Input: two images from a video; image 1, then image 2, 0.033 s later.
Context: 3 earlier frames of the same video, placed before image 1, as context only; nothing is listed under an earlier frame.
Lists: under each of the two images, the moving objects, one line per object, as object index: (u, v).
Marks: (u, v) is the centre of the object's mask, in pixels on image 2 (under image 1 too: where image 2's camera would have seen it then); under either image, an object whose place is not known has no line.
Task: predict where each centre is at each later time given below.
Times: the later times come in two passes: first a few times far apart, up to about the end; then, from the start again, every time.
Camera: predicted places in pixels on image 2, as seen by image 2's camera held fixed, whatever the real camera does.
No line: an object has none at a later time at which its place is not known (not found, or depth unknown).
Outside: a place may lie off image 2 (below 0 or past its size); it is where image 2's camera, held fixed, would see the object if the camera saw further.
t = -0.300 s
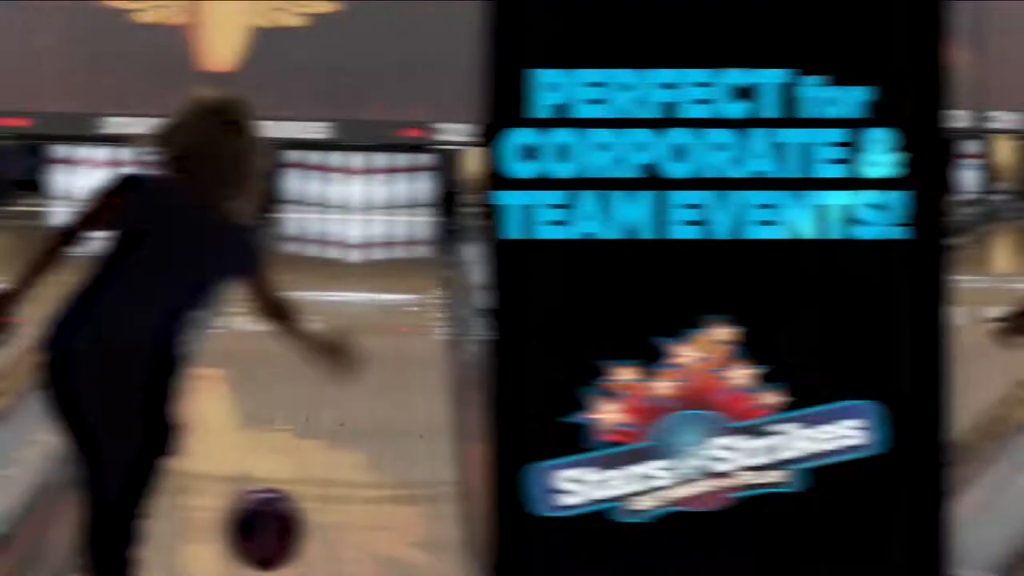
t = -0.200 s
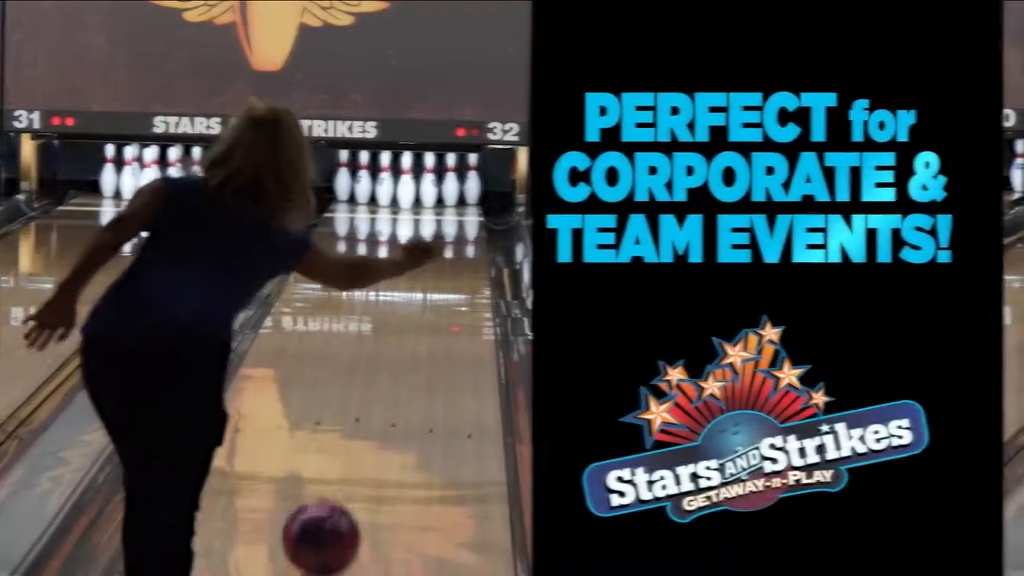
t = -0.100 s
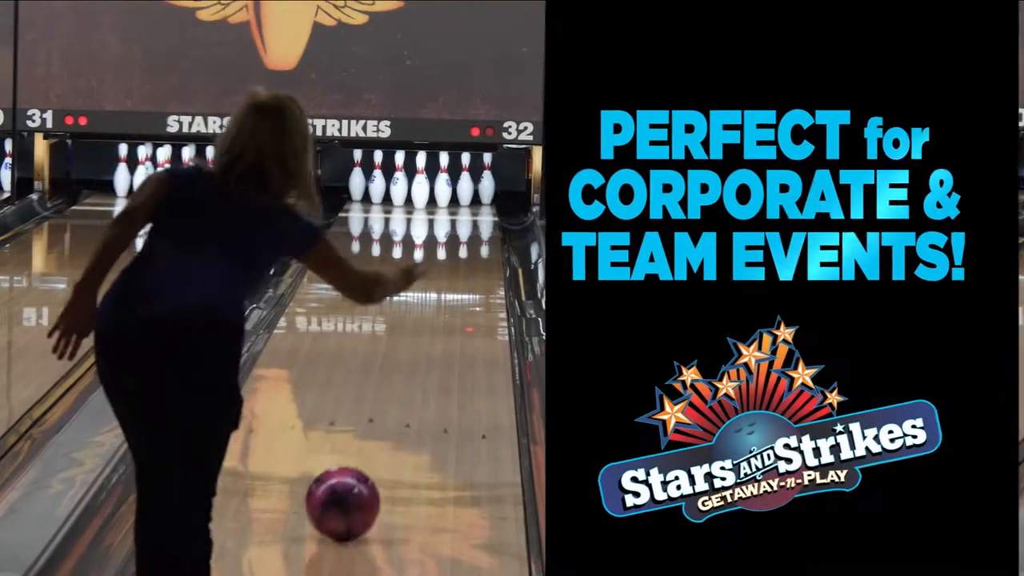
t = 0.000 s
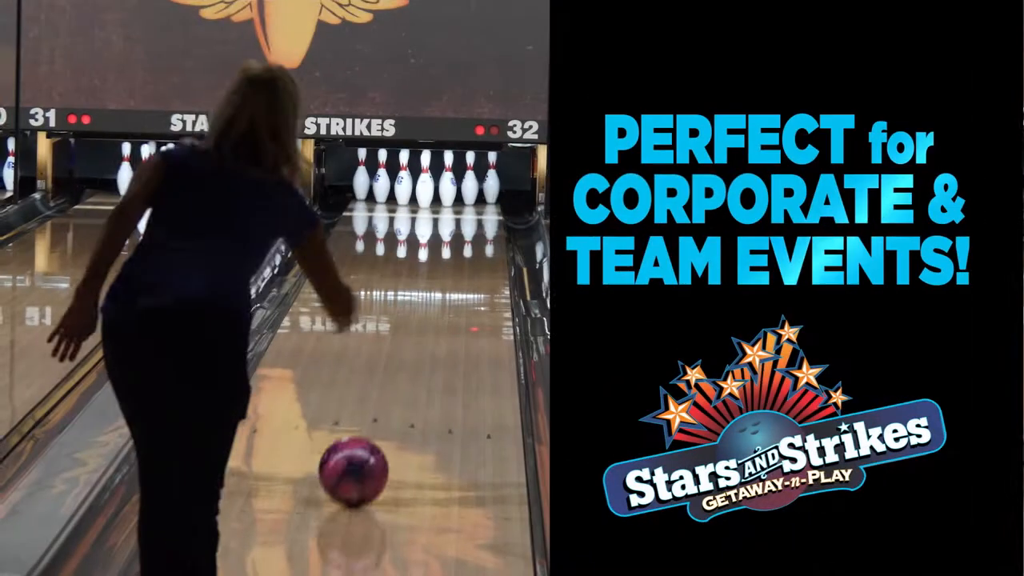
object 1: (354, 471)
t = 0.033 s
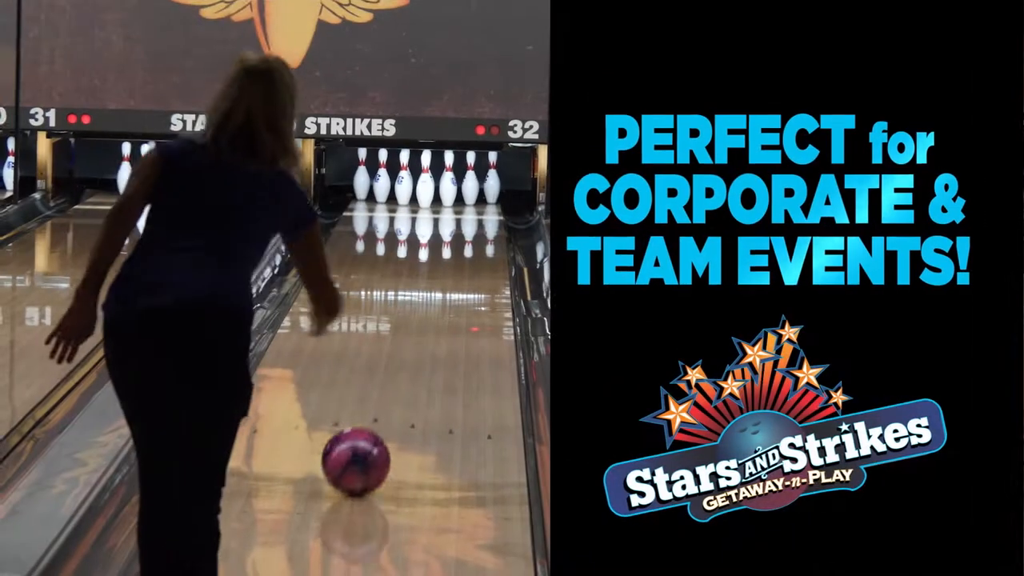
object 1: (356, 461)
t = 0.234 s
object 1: (366, 408)
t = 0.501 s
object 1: (377, 354)
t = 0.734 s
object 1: (384, 316)
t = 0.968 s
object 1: (390, 285)
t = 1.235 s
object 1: (395, 255)
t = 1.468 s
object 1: (399, 233)
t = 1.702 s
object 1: (403, 213)
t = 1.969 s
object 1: (407, 196)
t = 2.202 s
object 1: (401, 184)
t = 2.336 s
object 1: (387, 180)
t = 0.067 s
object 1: (358, 451)
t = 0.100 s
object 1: (360, 442)
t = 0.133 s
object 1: (361, 433)
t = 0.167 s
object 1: (363, 424)
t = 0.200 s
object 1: (365, 415)
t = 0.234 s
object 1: (366, 408)
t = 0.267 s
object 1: (368, 400)
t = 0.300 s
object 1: (369, 393)
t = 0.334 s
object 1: (370, 386)
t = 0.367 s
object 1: (372, 379)
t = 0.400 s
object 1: (373, 373)
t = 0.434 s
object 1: (374, 366)
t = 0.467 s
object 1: (375, 360)
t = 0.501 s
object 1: (377, 354)
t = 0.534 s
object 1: (378, 348)
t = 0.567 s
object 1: (379, 342)
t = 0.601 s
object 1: (380, 337)
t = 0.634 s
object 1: (381, 331)
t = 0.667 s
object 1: (382, 326)
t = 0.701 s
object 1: (383, 321)
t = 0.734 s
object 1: (384, 316)
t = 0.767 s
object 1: (385, 311)
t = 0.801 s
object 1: (386, 306)
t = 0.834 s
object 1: (387, 301)
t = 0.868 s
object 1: (387, 297)
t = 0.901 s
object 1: (388, 293)
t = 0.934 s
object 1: (389, 289)
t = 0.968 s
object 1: (390, 285)
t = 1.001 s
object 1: (391, 281)
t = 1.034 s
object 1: (391, 277)
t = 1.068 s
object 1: (392, 273)
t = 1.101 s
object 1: (393, 269)
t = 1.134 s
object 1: (394, 265)
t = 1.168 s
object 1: (394, 262)
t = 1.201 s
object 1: (395, 258)
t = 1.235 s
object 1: (395, 255)
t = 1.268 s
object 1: (396, 252)
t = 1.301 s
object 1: (397, 248)
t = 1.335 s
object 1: (397, 245)
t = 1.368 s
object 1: (398, 242)
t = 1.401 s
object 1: (399, 239)
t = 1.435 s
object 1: (399, 236)
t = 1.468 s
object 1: (399, 233)
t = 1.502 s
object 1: (400, 230)
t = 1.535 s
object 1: (400, 227)
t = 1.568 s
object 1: (401, 224)
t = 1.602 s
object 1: (401, 222)
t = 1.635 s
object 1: (402, 218)
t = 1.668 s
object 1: (403, 216)
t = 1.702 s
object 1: (403, 213)
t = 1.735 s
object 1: (403, 212)
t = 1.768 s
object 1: (404, 209)
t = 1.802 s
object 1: (405, 206)
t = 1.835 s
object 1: (405, 204)
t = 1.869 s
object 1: (406, 202)
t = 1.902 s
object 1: (406, 200)
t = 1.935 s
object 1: (406, 198)
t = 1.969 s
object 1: (407, 196)
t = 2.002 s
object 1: (407, 194)
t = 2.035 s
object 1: (407, 192)
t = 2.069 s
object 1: (408, 190)
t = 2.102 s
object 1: (408, 188)
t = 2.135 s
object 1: (409, 187)
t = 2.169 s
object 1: (406, 185)
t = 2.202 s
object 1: (401, 184)
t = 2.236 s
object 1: (398, 183)
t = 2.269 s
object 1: (393, 181)
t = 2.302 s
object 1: (389, 181)
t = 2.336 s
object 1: (387, 180)
